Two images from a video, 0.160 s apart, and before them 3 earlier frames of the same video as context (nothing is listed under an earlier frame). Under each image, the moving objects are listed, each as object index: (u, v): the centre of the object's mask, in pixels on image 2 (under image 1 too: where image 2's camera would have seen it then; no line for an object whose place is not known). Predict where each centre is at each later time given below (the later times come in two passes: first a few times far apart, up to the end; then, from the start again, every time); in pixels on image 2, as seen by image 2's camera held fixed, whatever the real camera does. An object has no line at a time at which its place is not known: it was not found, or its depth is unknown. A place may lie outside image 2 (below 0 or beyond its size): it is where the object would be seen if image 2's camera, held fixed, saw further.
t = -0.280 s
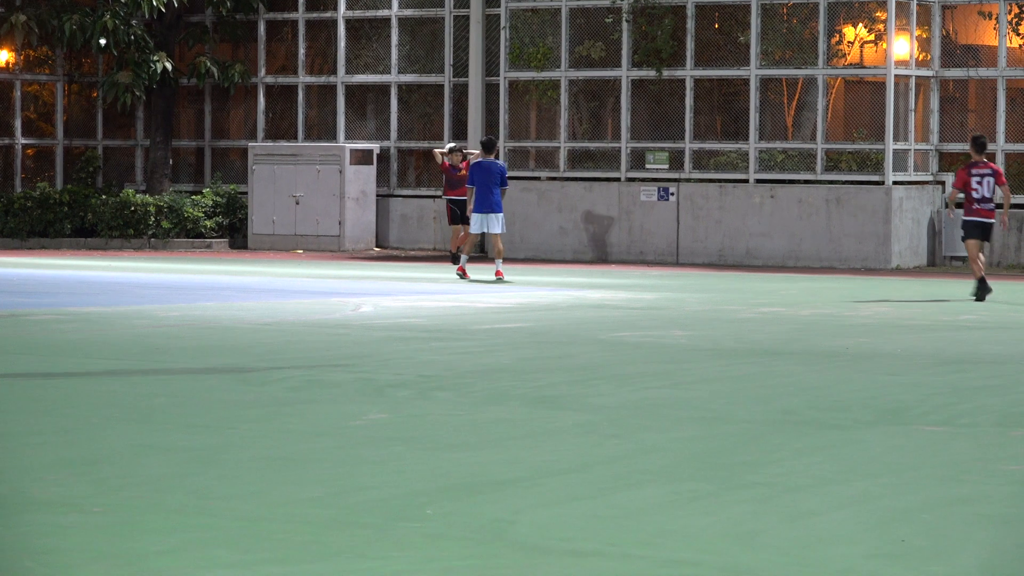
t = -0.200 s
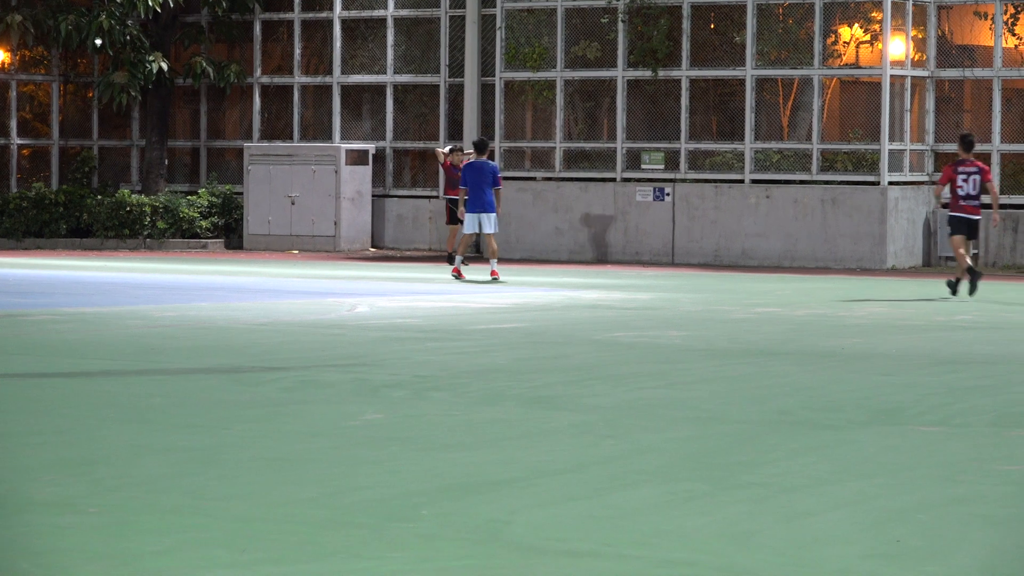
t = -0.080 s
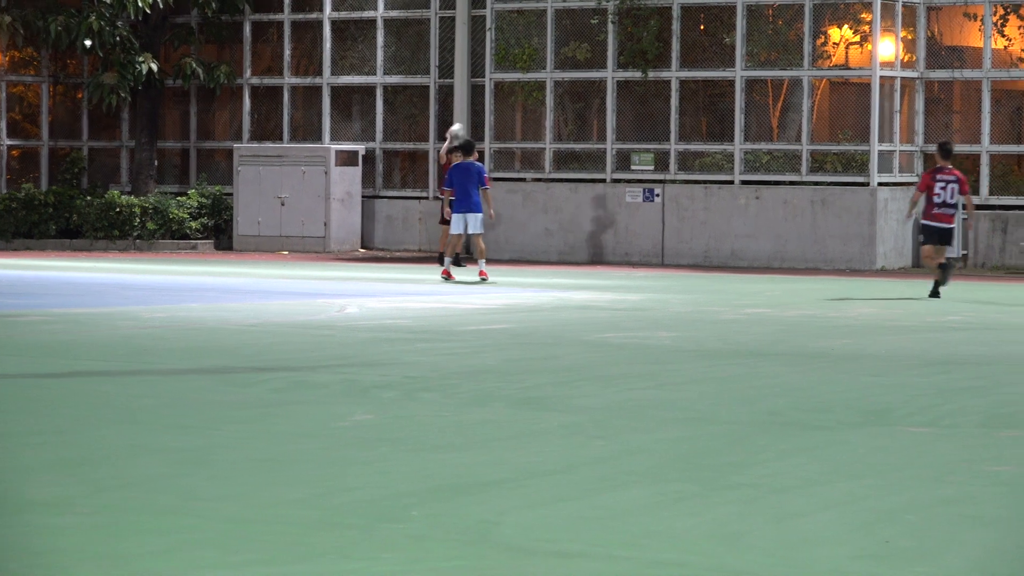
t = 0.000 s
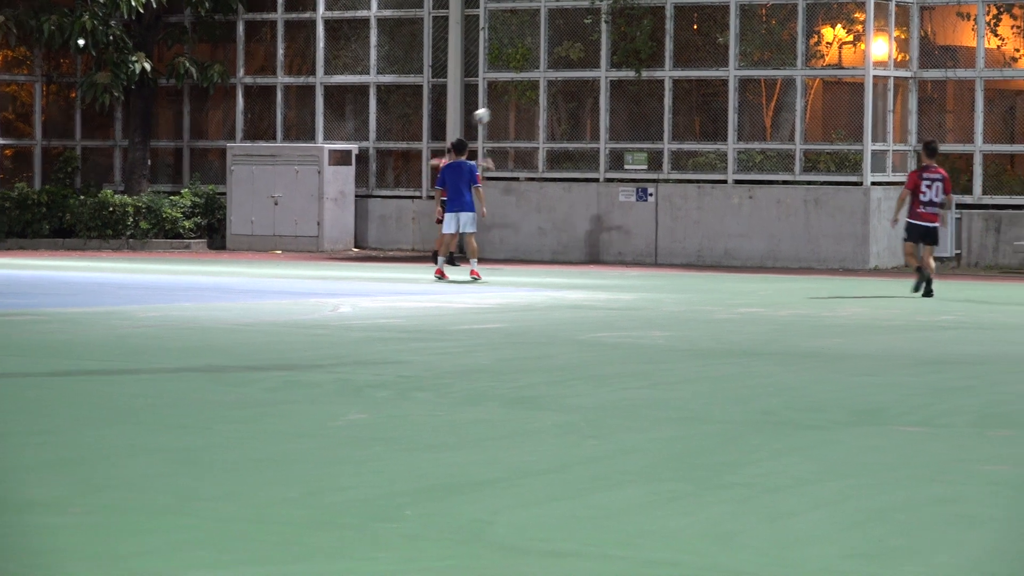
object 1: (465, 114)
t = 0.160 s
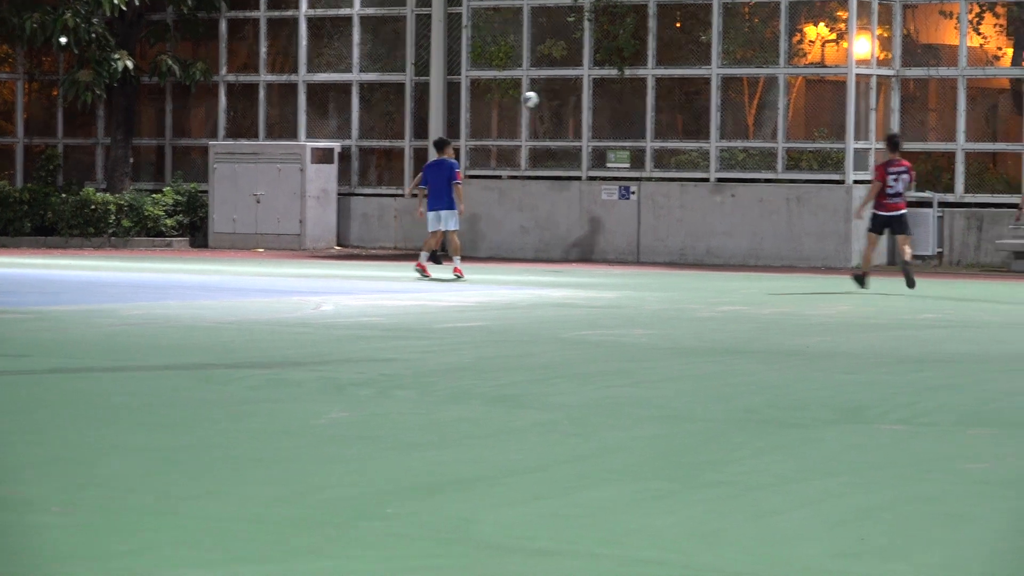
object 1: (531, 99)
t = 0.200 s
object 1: (547, 99)
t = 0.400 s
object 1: (632, 113)
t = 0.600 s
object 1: (722, 161)
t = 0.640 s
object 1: (741, 174)
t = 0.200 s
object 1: (547, 99)
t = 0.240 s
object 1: (563, 99)
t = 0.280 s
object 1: (580, 100)
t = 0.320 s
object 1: (597, 103)
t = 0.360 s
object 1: (615, 107)
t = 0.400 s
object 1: (632, 113)
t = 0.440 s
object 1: (650, 120)
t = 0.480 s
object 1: (668, 128)
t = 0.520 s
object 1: (686, 136)
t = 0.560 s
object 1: (704, 148)
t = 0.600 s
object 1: (722, 161)
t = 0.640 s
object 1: (741, 174)
